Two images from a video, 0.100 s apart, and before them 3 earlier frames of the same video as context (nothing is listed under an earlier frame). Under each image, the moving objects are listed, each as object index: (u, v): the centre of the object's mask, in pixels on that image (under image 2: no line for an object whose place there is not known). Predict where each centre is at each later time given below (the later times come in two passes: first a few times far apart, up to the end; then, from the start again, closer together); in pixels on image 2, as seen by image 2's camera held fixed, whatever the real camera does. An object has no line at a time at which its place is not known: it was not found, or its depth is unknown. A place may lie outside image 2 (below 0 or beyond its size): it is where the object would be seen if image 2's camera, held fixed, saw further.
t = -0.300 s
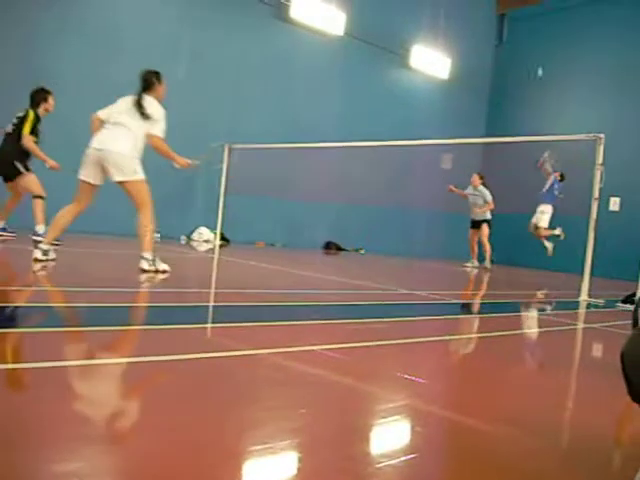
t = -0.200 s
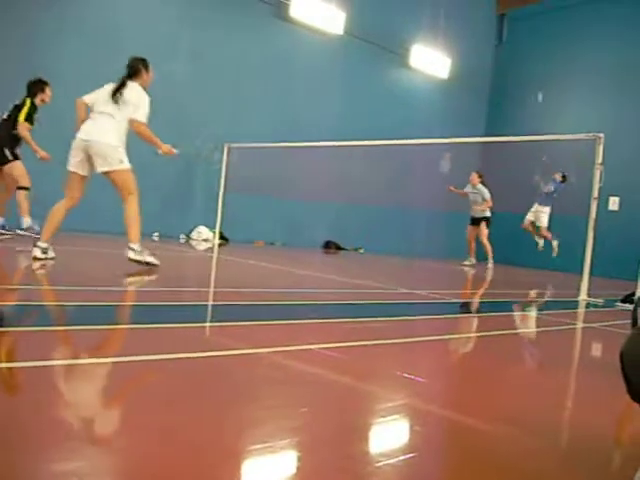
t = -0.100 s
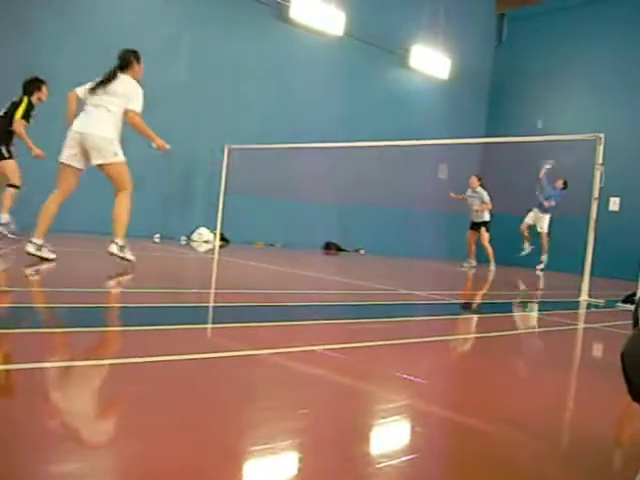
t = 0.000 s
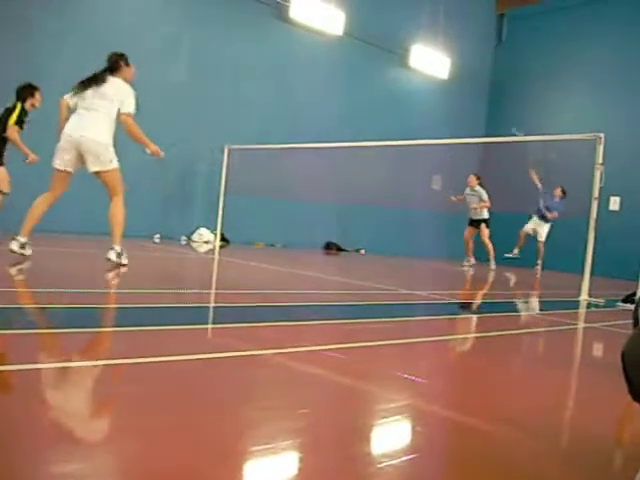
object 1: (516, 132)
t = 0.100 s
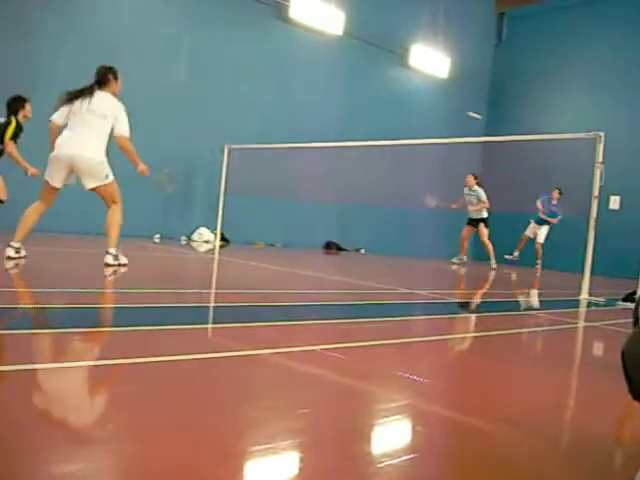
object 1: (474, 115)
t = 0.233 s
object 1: (425, 107)
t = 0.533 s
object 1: (320, 130)
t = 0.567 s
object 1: (310, 136)
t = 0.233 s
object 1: (425, 107)
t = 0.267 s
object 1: (412, 107)
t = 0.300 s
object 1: (400, 107)
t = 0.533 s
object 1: (320, 130)
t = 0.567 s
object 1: (310, 136)
